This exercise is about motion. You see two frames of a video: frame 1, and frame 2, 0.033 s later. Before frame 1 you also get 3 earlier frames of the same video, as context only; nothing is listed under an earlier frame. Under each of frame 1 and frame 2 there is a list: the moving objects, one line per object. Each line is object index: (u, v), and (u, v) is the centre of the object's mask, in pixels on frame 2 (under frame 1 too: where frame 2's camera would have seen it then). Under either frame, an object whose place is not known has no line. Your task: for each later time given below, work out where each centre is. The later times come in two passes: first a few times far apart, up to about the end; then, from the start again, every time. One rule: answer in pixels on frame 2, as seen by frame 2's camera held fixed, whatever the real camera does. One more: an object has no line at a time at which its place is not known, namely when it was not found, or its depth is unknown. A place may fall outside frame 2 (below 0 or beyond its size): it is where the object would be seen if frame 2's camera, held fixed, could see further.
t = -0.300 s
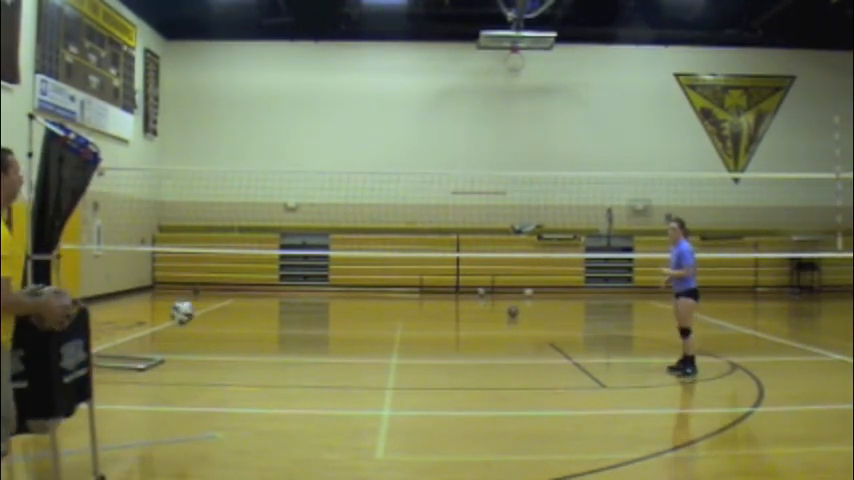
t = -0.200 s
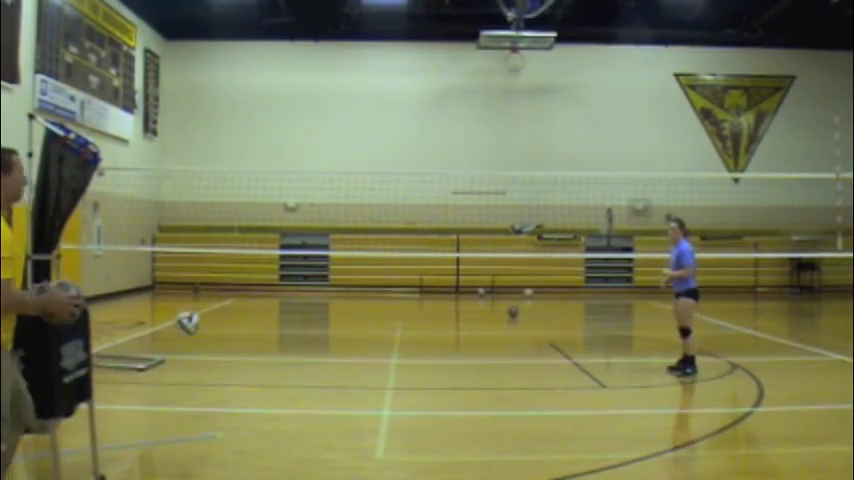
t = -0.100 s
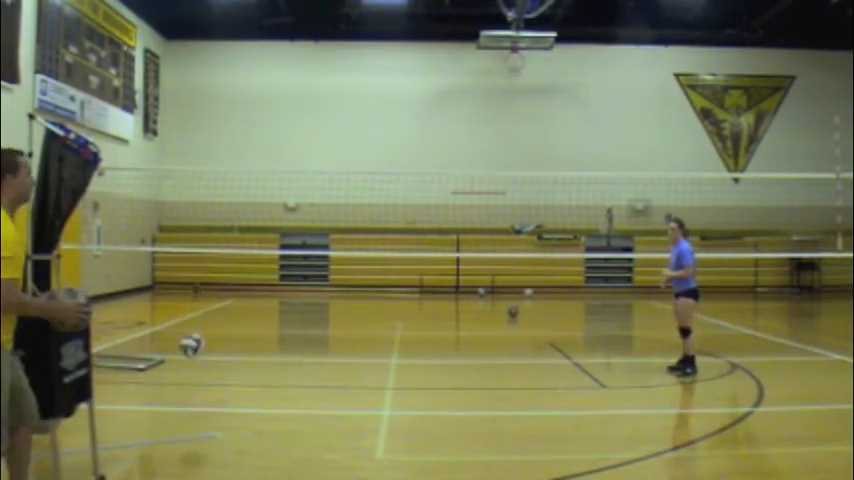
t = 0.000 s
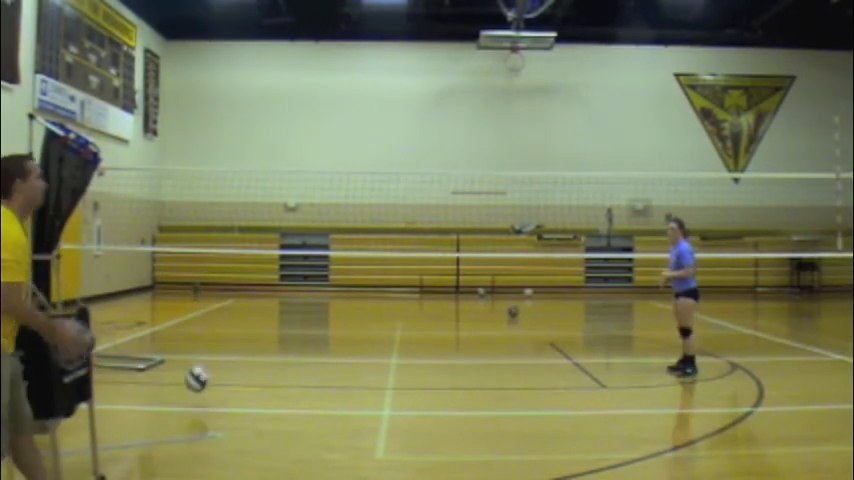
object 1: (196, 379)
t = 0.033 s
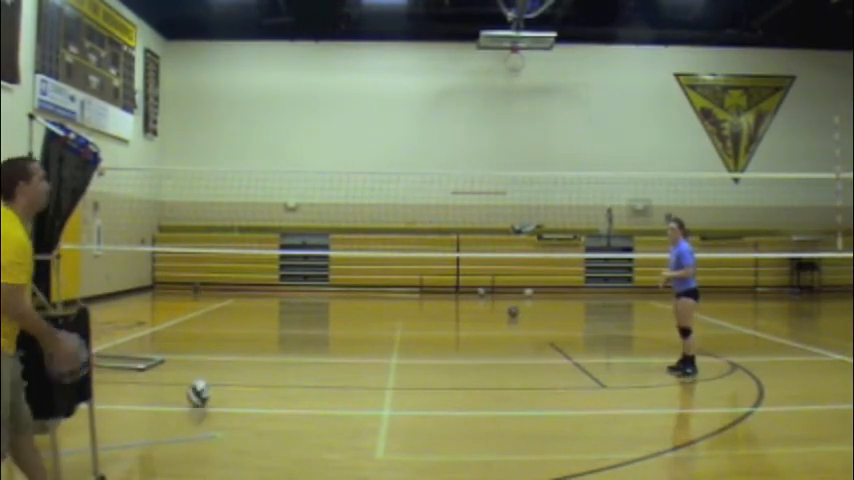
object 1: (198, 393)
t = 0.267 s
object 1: (209, 350)
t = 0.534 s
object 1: (222, 374)
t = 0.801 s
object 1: (234, 377)
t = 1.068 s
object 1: (248, 399)
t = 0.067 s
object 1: (200, 387)
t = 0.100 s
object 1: (201, 378)
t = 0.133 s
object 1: (202, 370)
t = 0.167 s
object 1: (203, 364)
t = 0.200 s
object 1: (205, 358)
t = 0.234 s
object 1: (207, 354)
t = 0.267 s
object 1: (209, 350)
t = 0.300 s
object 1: (211, 348)
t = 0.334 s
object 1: (212, 348)
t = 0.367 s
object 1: (214, 349)
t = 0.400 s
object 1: (215, 350)
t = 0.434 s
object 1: (216, 354)
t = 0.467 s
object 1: (218, 359)
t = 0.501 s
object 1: (220, 366)
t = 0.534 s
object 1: (222, 374)
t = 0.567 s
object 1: (224, 382)
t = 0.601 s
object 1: (225, 392)
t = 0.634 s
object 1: (226, 405)
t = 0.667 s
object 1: (228, 398)
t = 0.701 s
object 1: (229, 390)
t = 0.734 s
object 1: (231, 384)
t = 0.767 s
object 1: (232, 380)
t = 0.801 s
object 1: (234, 377)
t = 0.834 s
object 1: (236, 375)
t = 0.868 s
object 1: (237, 374)
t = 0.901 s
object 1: (239, 375)
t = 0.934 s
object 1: (241, 377)
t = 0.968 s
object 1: (243, 380)
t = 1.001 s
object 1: (243, 385)
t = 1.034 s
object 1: (246, 391)
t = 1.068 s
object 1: (248, 399)
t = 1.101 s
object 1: (249, 408)
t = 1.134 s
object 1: (251, 408)
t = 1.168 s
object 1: (253, 403)
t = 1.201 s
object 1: (255, 398)
